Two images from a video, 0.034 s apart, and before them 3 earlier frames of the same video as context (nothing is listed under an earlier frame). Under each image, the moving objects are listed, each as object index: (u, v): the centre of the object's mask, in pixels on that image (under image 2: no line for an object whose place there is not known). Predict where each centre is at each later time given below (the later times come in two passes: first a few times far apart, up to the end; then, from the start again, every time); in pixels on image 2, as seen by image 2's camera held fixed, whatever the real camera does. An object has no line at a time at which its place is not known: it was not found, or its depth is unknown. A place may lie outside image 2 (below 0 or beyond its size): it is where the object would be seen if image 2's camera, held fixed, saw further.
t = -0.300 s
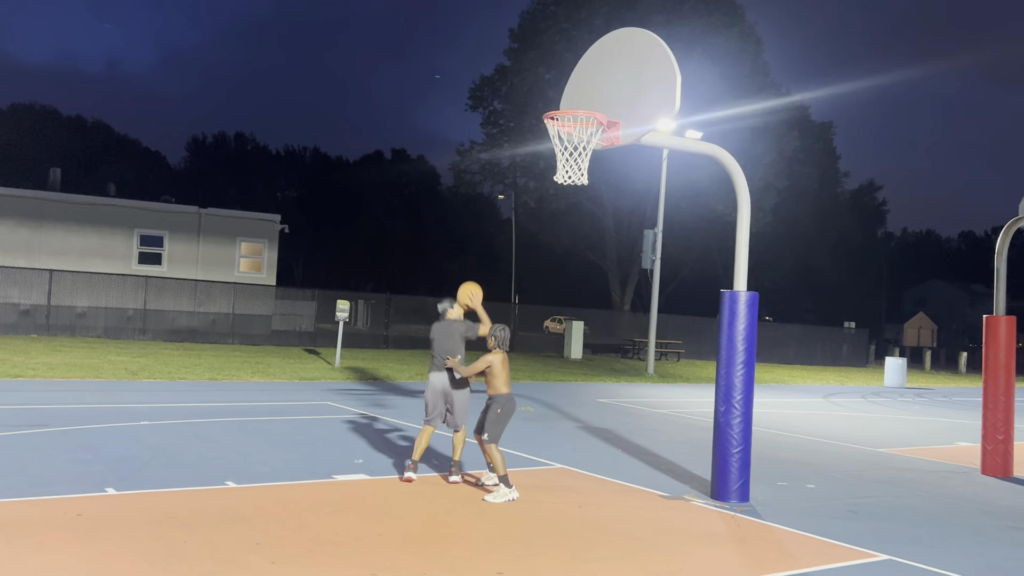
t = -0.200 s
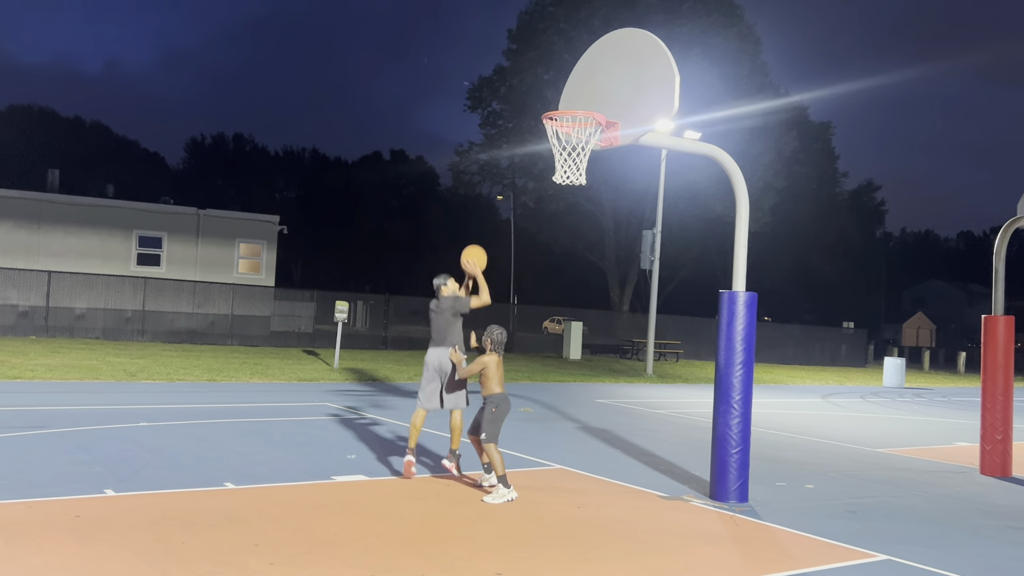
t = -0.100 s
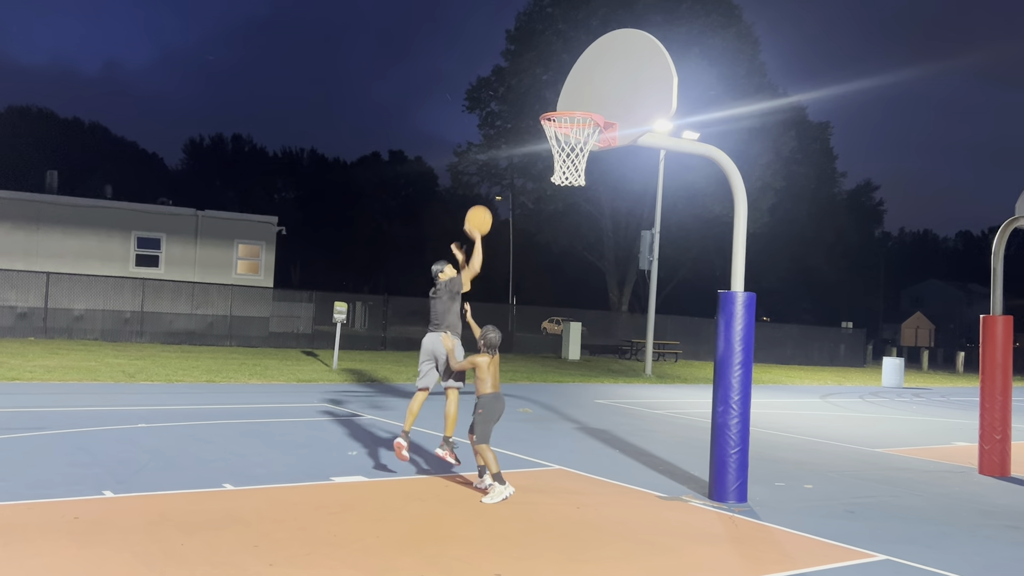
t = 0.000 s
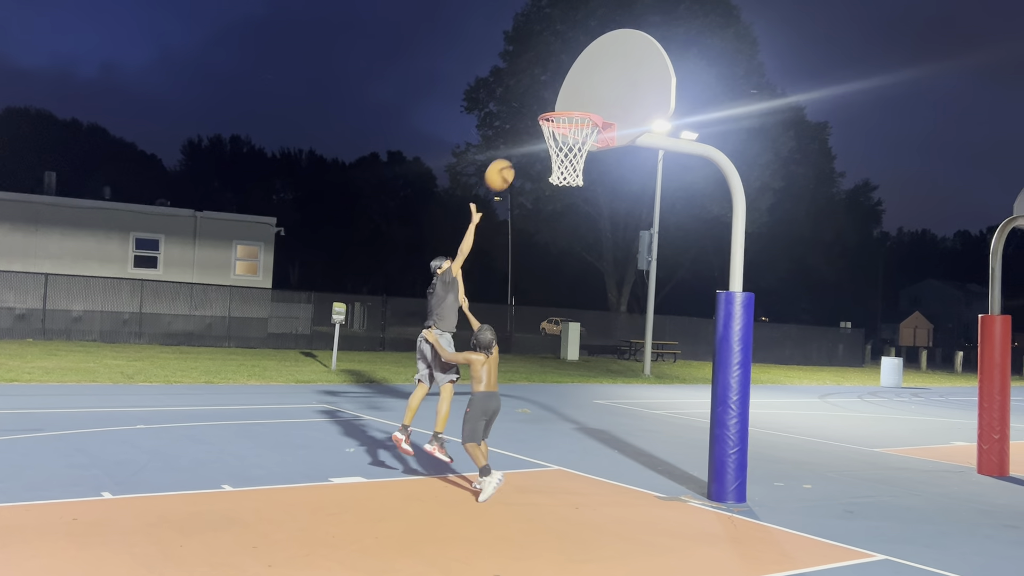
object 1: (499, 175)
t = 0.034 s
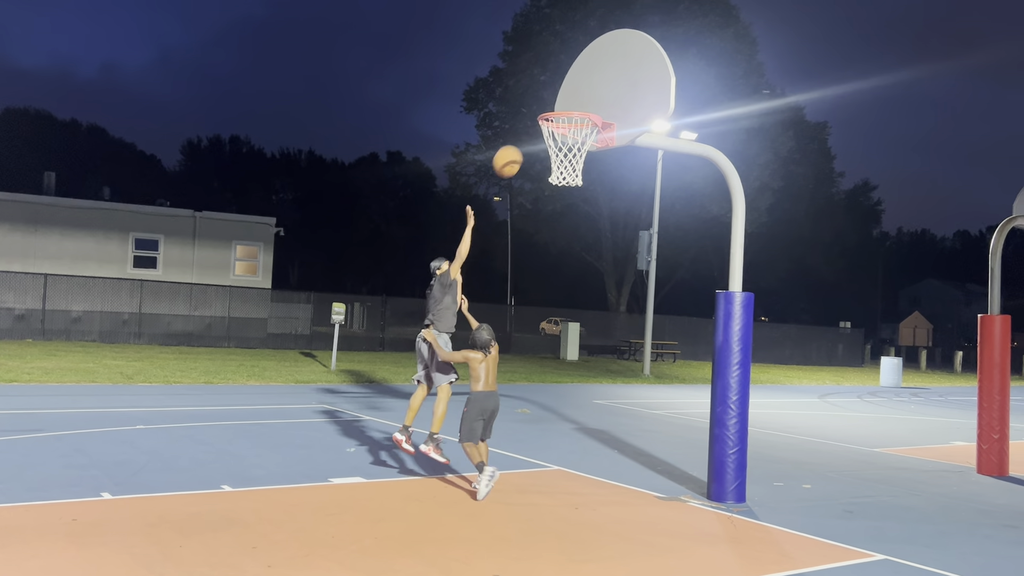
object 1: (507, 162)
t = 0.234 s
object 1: (561, 100)
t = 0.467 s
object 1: (590, 100)
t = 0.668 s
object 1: (577, 86)
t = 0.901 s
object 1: (548, 116)
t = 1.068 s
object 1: (524, 186)
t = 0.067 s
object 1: (516, 148)
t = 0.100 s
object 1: (525, 137)
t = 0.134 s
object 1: (531, 127)
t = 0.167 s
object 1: (539, 114)
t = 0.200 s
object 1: (551, 105)
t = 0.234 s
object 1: (561, 100)
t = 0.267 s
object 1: (566, 97)
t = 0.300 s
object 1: (570, 95)
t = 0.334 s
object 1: (574, 93)
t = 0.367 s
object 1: (578, 93)
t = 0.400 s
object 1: (582, 94)
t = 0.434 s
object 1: (586, 97)
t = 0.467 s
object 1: (590, 100)
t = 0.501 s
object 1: (594, 103)
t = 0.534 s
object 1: (591, 99)
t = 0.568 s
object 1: (587, 95)
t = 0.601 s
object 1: (584, 90)
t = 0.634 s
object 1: (580, 88)
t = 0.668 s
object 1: (577, 86)
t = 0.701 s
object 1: (573, 86)
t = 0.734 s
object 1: (569, 87)
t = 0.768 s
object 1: (565, 90)
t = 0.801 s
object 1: (561, 95)
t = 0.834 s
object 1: (557, 100)
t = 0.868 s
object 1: (553, 106)
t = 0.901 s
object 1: (548, 116)
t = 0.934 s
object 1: (543, 127)
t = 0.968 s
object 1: (538, 140)
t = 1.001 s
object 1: (533, 154)
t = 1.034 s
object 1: (529, 169)
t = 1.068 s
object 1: (524, 186)
